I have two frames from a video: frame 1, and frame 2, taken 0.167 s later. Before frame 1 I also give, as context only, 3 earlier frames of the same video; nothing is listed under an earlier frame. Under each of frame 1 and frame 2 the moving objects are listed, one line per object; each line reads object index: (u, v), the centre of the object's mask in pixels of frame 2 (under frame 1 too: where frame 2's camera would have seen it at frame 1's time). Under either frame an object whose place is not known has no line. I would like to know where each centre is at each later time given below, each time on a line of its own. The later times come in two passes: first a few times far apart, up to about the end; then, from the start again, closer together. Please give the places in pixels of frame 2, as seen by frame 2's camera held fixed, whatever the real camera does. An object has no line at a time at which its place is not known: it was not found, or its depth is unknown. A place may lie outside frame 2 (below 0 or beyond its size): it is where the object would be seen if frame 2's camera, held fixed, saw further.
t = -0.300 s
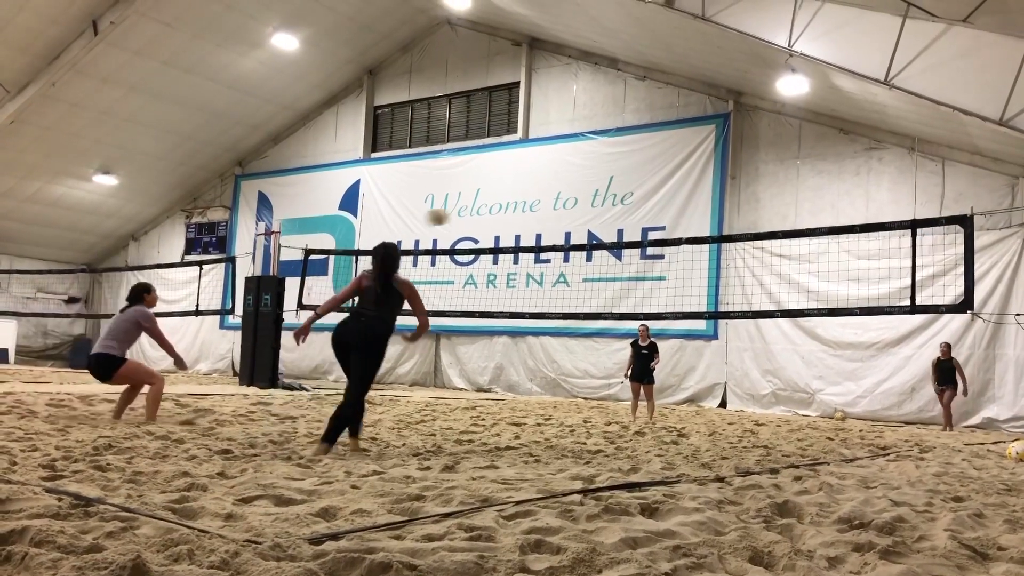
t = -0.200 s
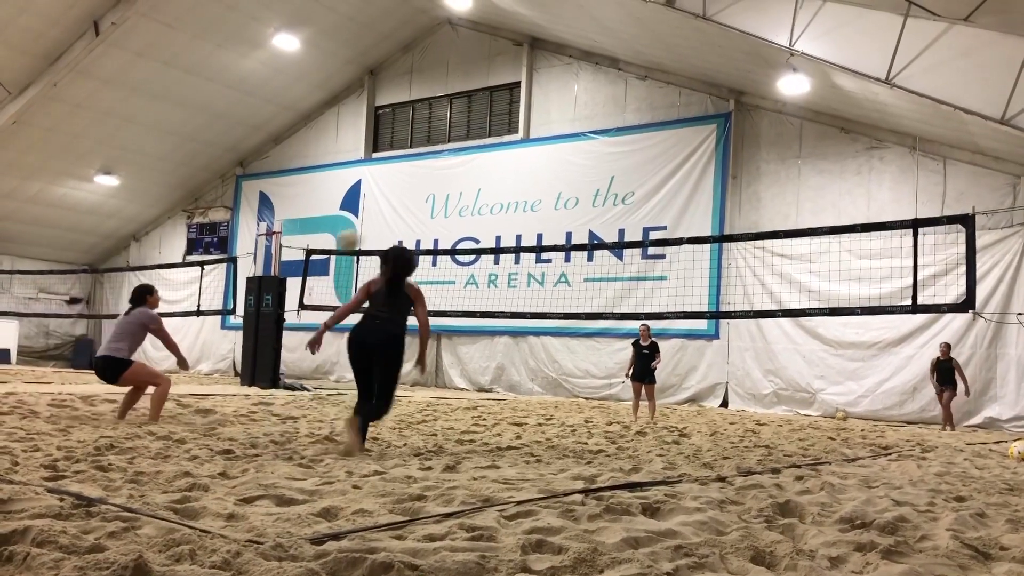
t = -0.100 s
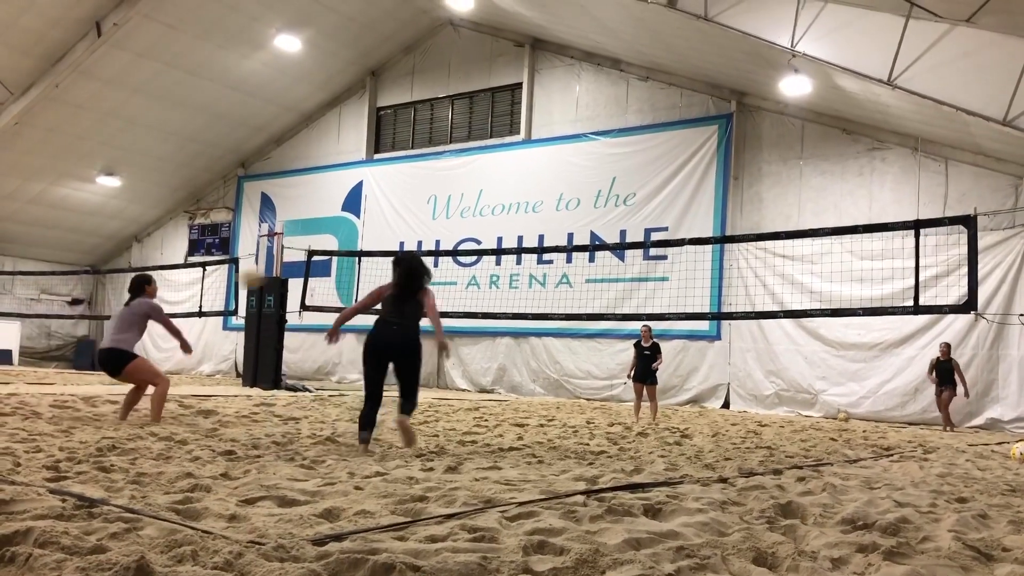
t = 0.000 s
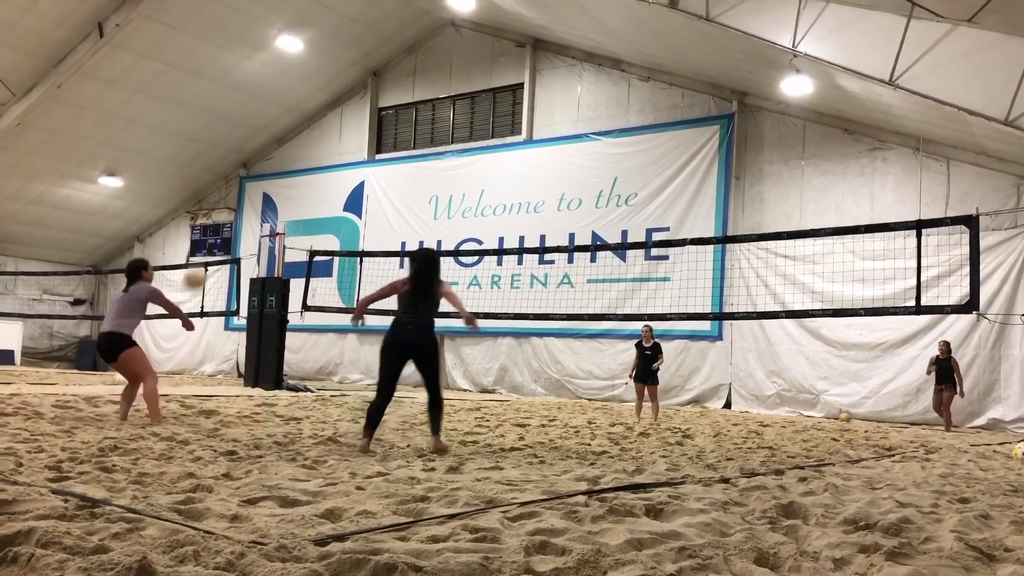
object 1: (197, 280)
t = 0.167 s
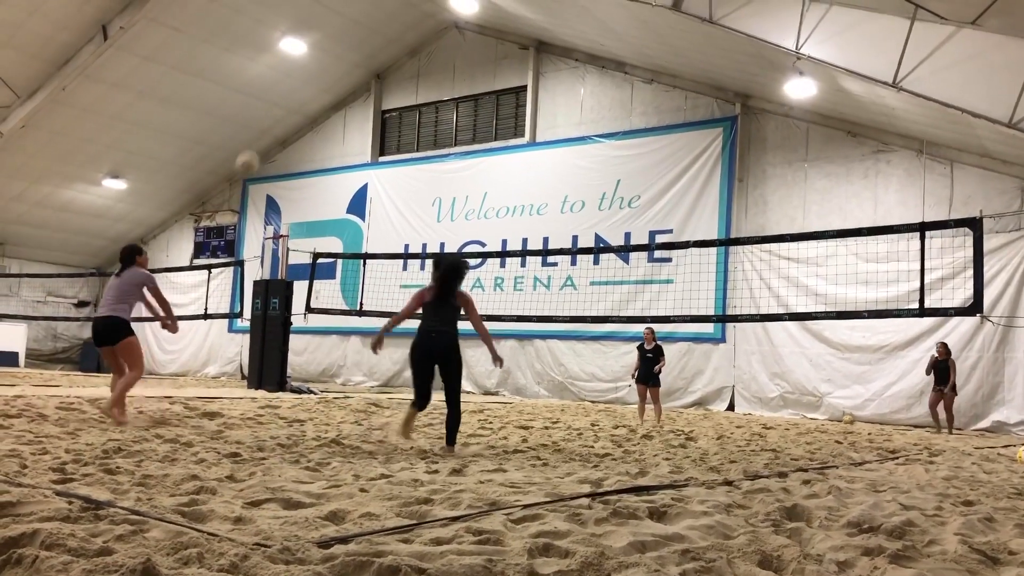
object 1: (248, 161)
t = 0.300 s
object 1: (280, 99)
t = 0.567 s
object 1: (337, 22)
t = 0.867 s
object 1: (388, 18)
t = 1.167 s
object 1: (430, 90)
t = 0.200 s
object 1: (255, 145)
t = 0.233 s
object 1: (265, 128)
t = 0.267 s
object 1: (273, 111)
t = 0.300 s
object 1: (280, 99)
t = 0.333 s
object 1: (288, 85)
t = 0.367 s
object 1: (296, 75)
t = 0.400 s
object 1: (304, 64)
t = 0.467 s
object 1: (318, 42)
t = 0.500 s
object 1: (324, 34)
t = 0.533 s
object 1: (330, 28)
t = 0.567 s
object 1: (337, 22)
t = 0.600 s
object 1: (343, 17)
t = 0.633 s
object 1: (350, 14)
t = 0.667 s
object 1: (356, 12)
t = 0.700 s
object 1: (361, 10)
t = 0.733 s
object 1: (367, 10)
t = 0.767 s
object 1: (373, 10)
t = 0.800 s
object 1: (378, 12)
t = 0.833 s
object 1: (382, 14)
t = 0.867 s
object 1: (388, 18)
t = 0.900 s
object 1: (393, 22)
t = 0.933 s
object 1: (398, 27)
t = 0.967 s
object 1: (403, 34)
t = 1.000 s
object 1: (407, 39)
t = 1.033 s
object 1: (413, 48)
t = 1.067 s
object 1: (417, 56)
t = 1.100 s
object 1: (421, 66)
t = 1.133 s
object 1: (426, 77)
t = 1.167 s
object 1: (430, 90)
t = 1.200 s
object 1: (434, 101)
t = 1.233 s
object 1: (439, 114)
